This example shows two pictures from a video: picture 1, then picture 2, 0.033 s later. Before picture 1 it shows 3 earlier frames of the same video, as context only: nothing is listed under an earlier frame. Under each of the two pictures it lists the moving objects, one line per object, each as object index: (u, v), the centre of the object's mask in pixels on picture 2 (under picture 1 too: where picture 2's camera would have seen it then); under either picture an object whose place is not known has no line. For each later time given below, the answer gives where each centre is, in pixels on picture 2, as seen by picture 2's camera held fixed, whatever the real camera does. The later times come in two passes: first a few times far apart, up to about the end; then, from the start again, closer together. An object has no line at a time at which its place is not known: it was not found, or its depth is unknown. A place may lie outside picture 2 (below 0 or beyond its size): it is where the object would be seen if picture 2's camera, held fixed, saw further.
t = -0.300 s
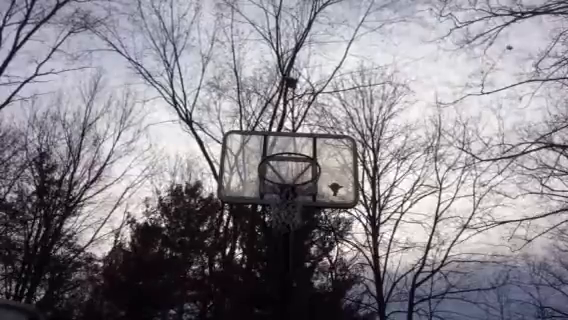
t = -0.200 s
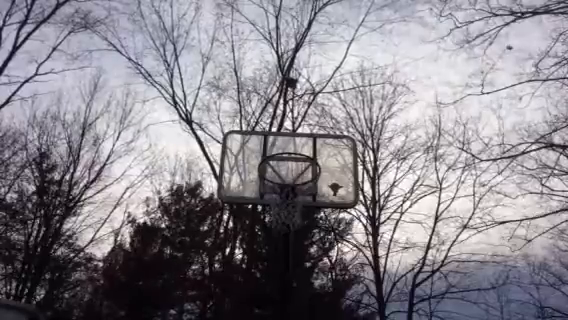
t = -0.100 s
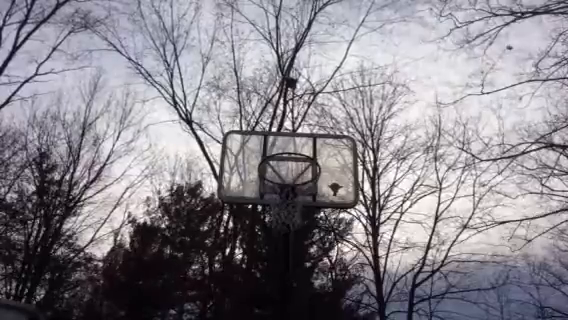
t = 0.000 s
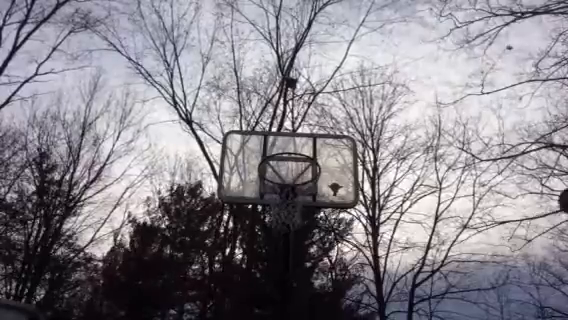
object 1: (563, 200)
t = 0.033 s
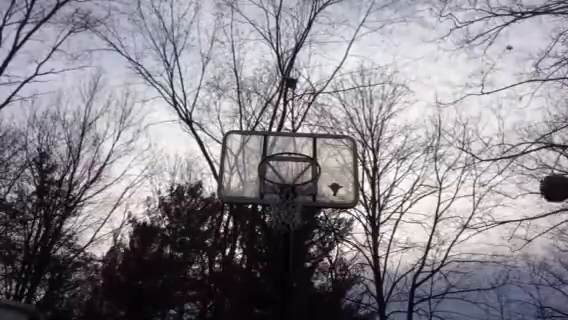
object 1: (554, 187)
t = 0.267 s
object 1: (442, 136)
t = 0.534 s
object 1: (335, 145)
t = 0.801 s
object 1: (268, 181)
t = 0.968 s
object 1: (287, 196)
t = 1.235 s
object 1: (341, 301)
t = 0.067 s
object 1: (538, 176)
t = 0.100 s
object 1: (521, 166)
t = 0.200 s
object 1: (472, 145)
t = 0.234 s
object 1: (457, 140)
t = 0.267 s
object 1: (442, 136)
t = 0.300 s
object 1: (428, 134)
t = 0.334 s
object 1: (414, 132)
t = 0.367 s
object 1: (400, 131)
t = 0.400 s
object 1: (387, 132)
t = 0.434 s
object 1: (373, 133)
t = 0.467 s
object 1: (361, 137)
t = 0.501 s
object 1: (347, 140)
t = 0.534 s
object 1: (335, 145)
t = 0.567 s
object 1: (321, 151)
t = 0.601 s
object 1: (308, 158)
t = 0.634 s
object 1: (294, 167)
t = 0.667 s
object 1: (282, 175)
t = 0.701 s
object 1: (275, 175)
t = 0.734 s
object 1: (271, 176)
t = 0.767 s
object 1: (268, 180)
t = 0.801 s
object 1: (268, 181)
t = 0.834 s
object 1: (269, 181)
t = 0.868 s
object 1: (277, 187)
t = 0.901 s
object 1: (283, 189)
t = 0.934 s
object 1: (286, 193)
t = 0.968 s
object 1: (287, 196)
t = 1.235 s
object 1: (341, 301)
